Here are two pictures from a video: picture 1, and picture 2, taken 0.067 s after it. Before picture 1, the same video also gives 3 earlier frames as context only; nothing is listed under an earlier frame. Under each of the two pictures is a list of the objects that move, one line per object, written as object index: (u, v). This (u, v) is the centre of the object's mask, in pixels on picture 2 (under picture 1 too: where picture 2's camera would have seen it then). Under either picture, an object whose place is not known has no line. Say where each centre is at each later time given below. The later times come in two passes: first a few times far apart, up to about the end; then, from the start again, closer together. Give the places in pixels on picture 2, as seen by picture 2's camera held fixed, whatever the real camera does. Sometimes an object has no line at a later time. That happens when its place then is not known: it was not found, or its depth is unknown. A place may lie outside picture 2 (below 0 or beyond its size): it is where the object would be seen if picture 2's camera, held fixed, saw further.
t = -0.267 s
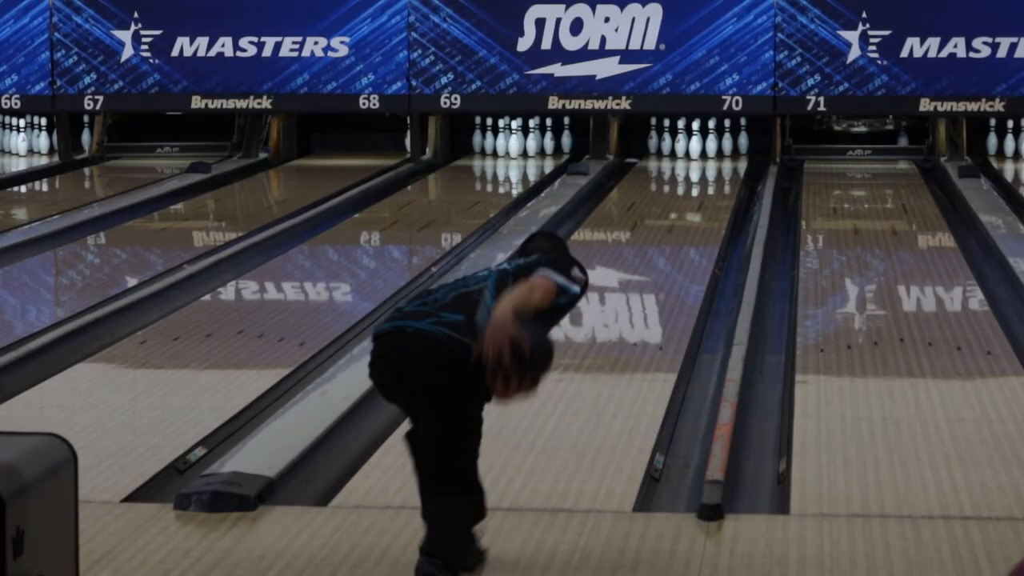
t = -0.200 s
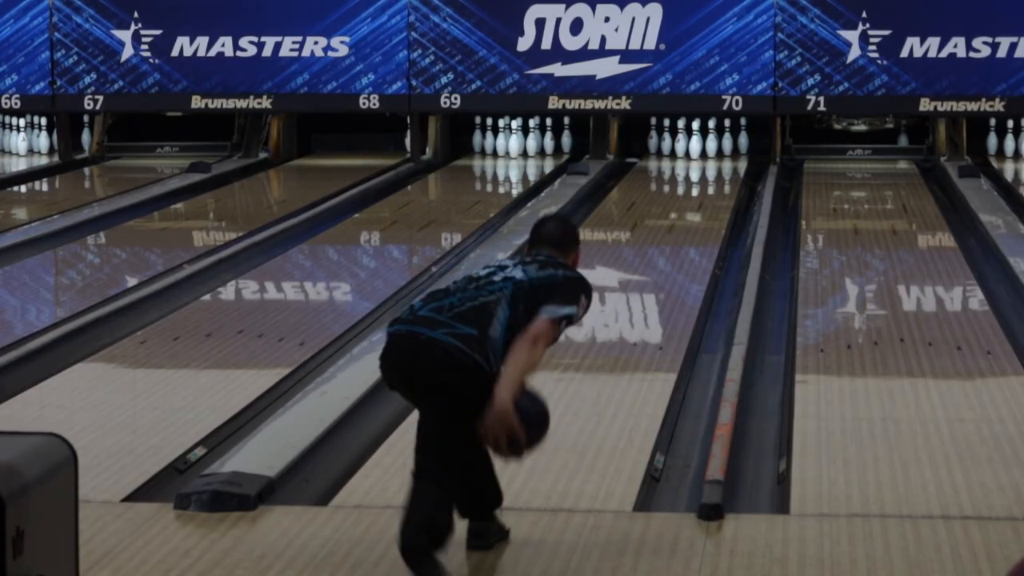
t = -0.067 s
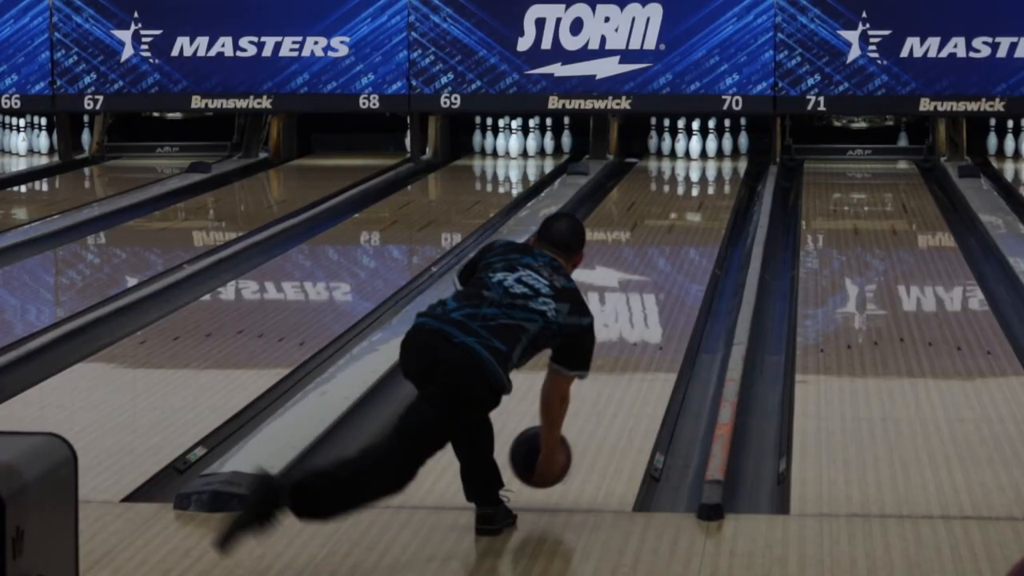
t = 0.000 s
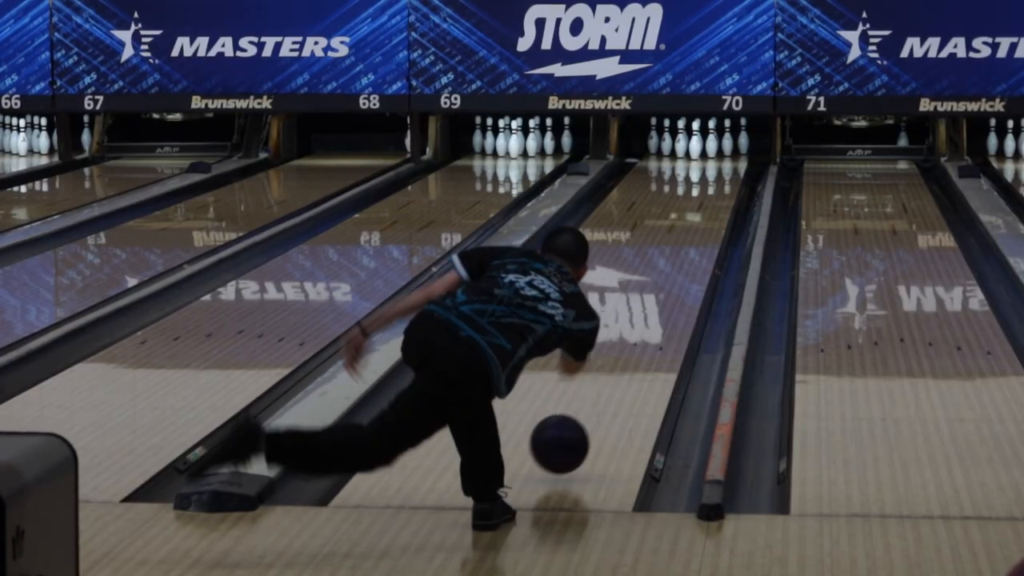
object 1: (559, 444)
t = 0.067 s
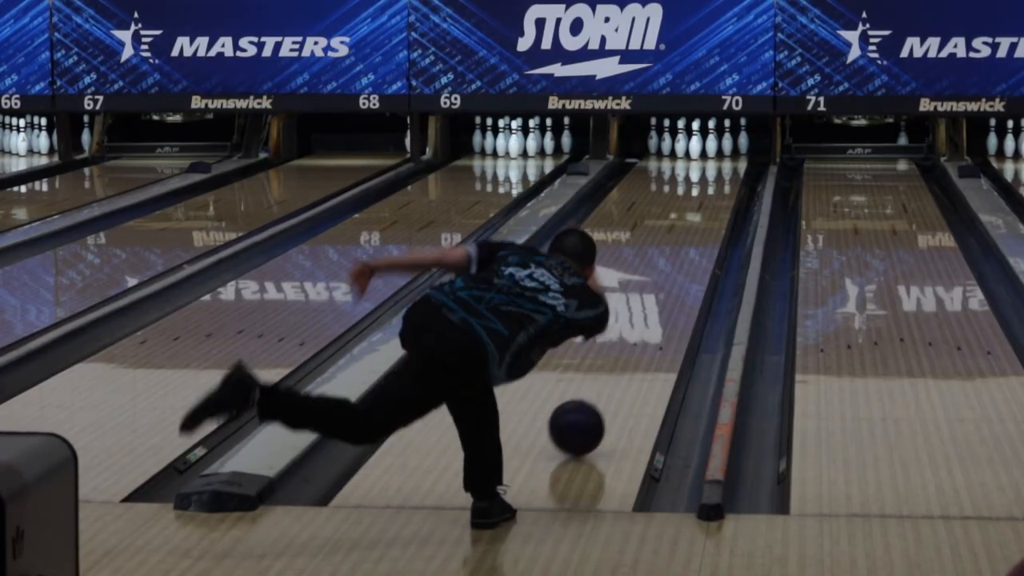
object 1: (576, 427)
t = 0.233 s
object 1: (612, 379)
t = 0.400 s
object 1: (640, 341)
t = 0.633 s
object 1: (671, 296)
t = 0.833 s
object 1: (690, 266)
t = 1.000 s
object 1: (702, 245)
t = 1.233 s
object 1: (713, 219)
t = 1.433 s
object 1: (721, 201)
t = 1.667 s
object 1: (726, 183)
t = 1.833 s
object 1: (726, 173)
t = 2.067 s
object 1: (721, 160)
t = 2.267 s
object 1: (713, 151)
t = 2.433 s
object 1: (711, 145)
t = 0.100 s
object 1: (584, 417)
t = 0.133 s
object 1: (592, 407)
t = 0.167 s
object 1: (599, 397)
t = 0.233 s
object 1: (612, 379)
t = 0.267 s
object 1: (619, 371)
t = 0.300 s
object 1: (624, 363)
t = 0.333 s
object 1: (630, 355)
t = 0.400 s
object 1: (640, 341)
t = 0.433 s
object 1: (645, 333)
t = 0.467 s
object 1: (650, 326)
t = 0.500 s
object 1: (655, 319)
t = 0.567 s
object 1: (663, 307)
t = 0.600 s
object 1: (667, 301)
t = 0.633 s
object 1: (671, 296)
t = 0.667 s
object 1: (674, 291)
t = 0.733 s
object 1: (681, 280)
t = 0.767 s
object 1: (684, 275)
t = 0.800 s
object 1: (687, 270)
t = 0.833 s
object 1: (690, 266)
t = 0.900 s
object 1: (695, 257)
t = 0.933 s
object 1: (697, 253)
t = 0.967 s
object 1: (699, 248)
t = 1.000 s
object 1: (702, 245)
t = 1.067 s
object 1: (705, 237)
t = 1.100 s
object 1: (707, 233)
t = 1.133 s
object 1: (709, 229)
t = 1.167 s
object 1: (710, 226)
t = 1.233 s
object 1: (713, 219)
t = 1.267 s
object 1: (715, 216)
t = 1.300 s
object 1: (716, 213)
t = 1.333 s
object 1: (717, 210)
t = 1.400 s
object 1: (720, 204)
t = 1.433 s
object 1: (721, 201)
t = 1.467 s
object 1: (722, 199)
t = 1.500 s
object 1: (723, 196)
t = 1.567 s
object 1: (724, 191)
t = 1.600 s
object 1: (725, 188)
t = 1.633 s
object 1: (725, 186)
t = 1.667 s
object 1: (726, 183)
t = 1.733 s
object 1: (726, 179)
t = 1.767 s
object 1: (726, 177)
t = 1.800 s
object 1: (726, 175)
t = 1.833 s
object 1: (726, 173)
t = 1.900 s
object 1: (725, 169)
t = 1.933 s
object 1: (724, 167)
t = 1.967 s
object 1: (724, 165)
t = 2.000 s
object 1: (723, 164)
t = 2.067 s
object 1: (721, 160)
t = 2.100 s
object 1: (720, 158)
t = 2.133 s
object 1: (718, 157)
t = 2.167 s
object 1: (717, 155)
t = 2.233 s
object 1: (714, 152)
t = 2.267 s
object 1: (713, 151)
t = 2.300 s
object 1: (711, 150)
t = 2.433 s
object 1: (711, 145)
